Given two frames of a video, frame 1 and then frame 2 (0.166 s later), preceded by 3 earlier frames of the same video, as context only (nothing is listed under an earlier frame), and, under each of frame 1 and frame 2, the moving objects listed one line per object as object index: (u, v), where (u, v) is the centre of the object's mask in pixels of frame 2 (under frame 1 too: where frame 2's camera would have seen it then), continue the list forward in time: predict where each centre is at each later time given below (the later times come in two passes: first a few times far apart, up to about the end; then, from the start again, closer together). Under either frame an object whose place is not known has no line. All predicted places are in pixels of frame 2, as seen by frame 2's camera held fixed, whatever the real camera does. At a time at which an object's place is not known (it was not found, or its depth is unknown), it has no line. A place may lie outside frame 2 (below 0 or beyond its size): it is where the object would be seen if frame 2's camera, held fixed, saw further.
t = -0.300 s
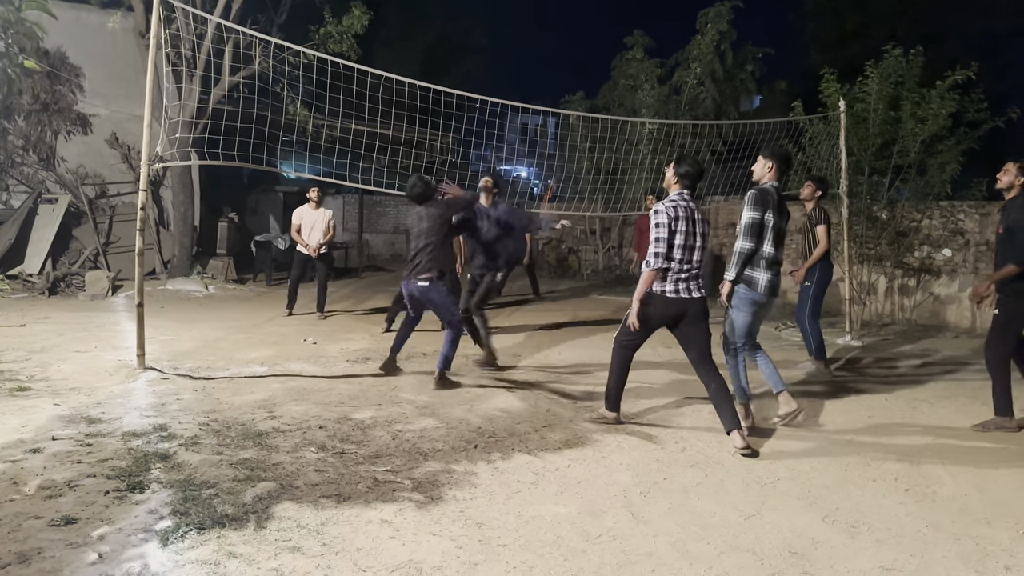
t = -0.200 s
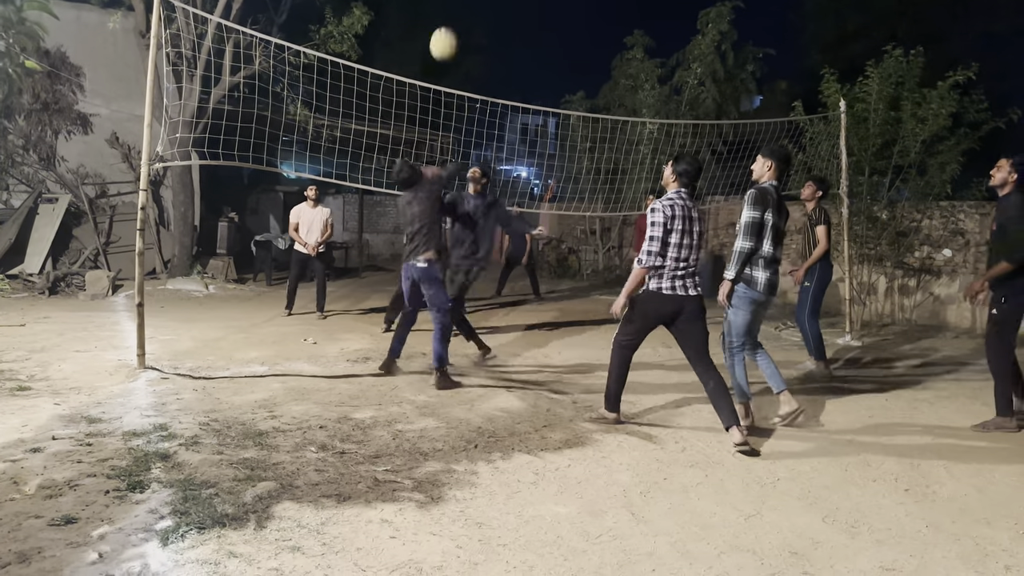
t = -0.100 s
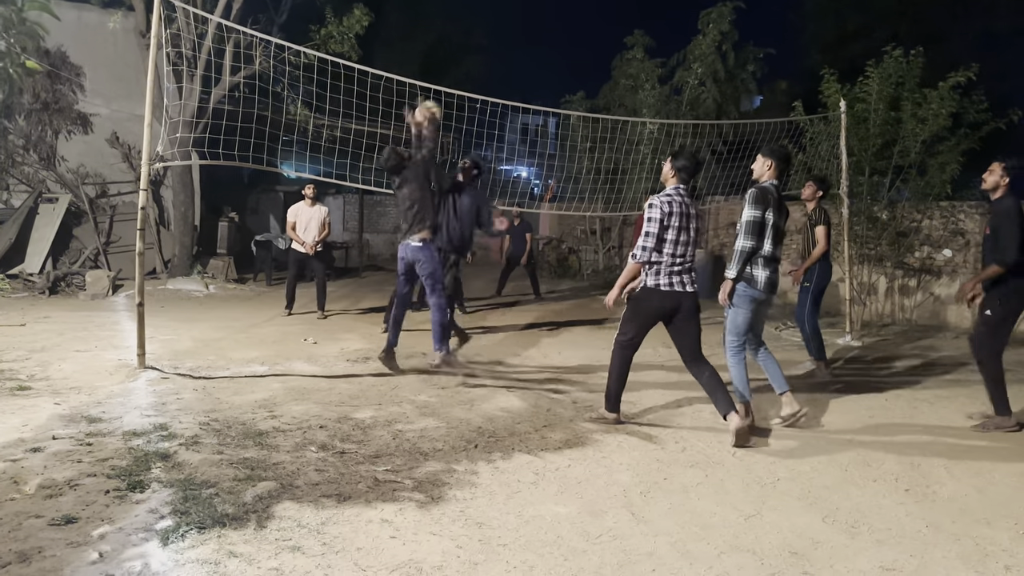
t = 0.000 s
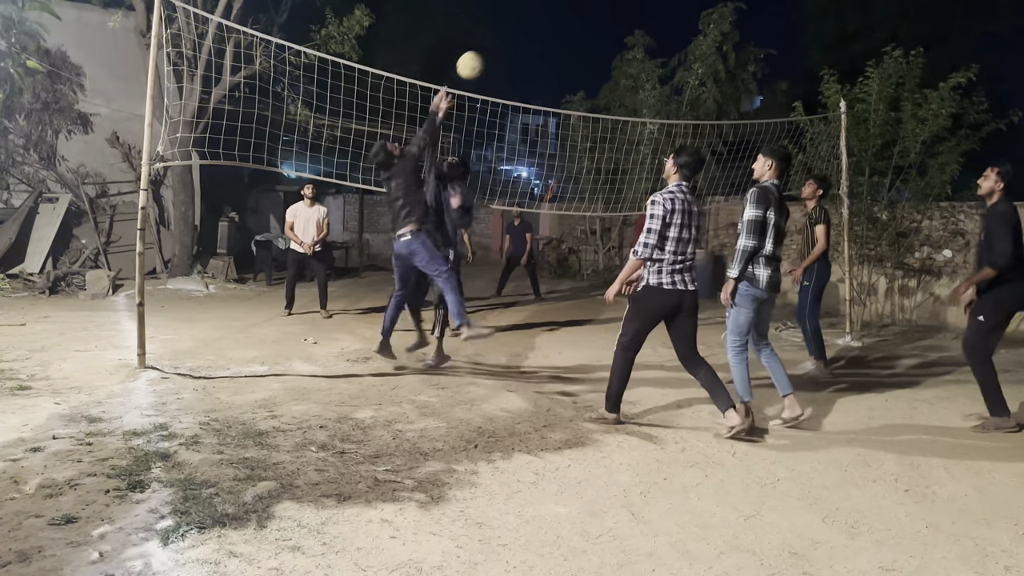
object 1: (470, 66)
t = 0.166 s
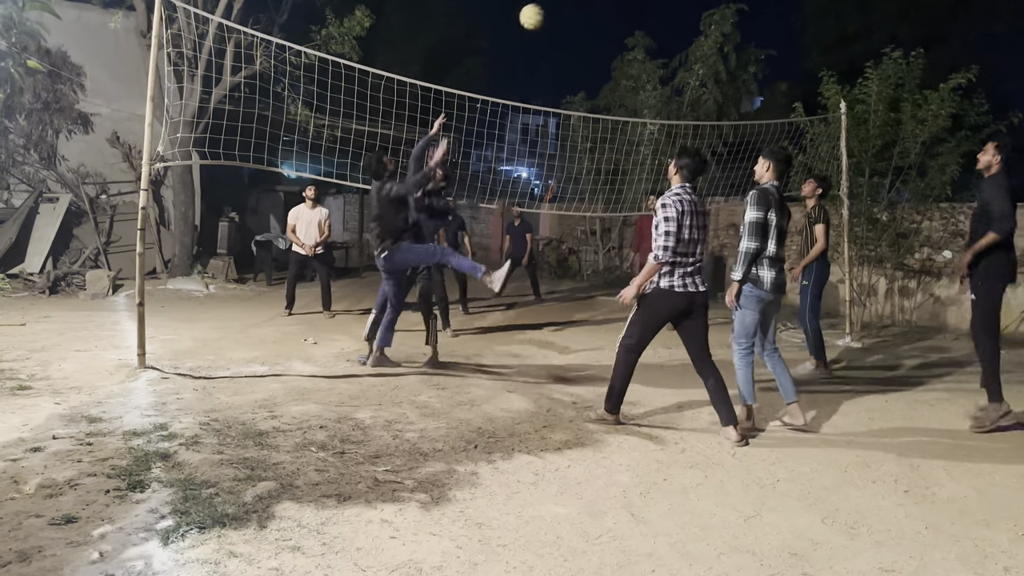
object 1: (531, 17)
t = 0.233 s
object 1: (552, 9)
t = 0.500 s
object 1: (625, 16)
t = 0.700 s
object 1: (665, 65)
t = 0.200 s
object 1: (542, 12)
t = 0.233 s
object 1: (552, 9)
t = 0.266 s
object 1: (562, 7)
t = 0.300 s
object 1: (572, 6)
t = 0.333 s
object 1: (581, 6)
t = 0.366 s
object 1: (591, 6)
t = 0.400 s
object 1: (600, 7)
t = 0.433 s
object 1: (608, 8)
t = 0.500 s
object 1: (625, 16)
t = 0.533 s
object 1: (633, 22)
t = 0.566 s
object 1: (640, 29)
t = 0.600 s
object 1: (647, 37)
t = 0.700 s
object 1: (665, 65)
